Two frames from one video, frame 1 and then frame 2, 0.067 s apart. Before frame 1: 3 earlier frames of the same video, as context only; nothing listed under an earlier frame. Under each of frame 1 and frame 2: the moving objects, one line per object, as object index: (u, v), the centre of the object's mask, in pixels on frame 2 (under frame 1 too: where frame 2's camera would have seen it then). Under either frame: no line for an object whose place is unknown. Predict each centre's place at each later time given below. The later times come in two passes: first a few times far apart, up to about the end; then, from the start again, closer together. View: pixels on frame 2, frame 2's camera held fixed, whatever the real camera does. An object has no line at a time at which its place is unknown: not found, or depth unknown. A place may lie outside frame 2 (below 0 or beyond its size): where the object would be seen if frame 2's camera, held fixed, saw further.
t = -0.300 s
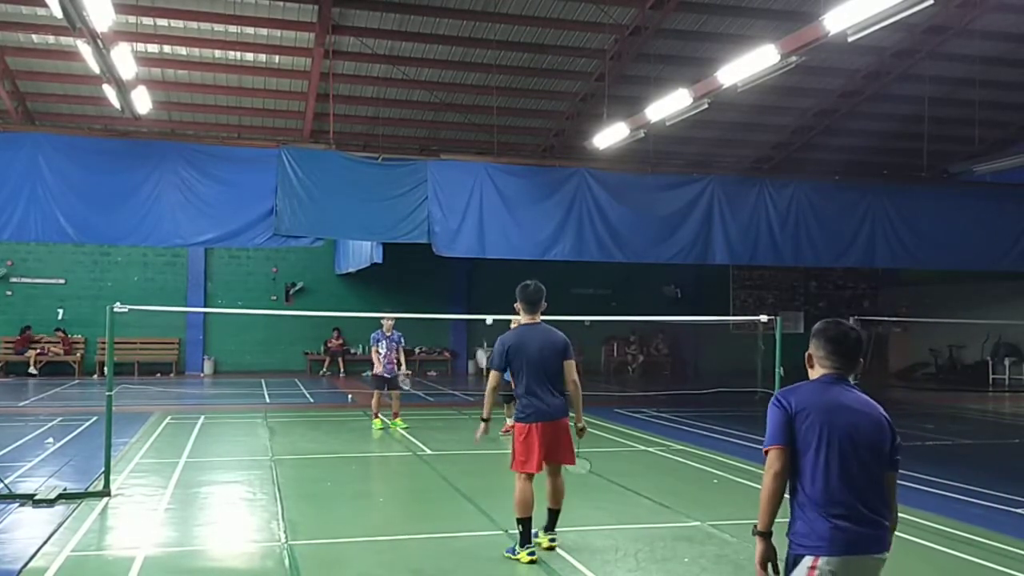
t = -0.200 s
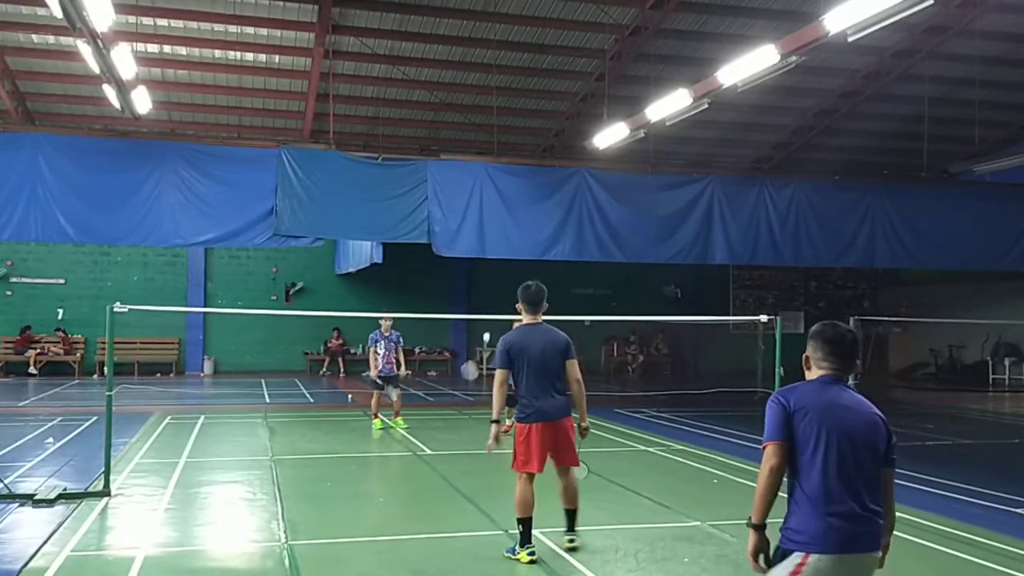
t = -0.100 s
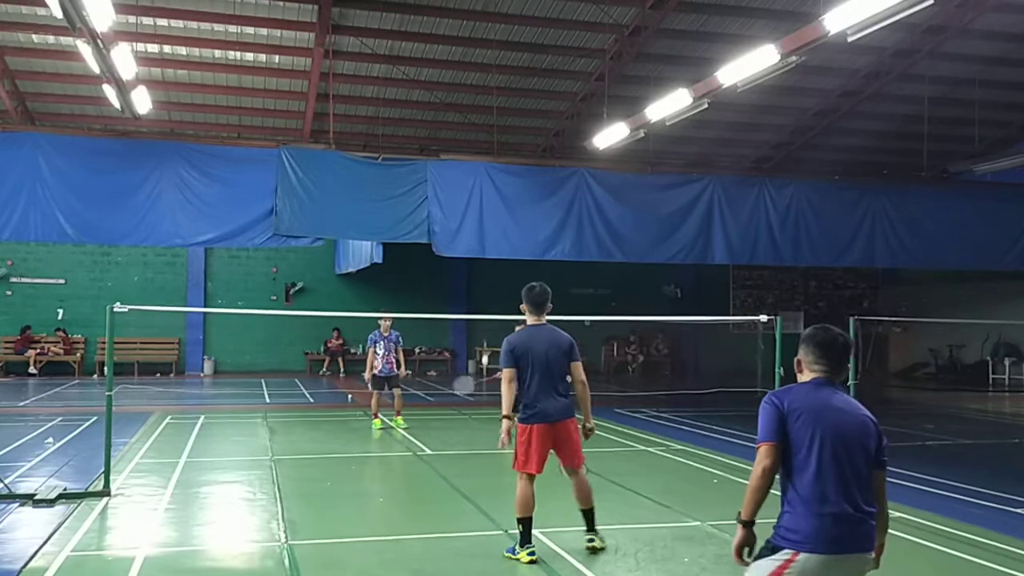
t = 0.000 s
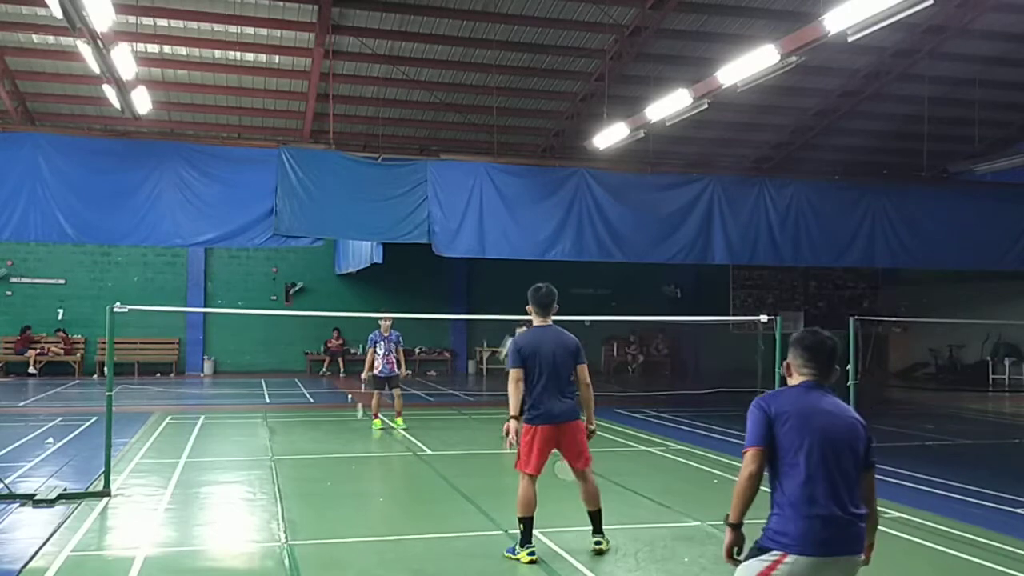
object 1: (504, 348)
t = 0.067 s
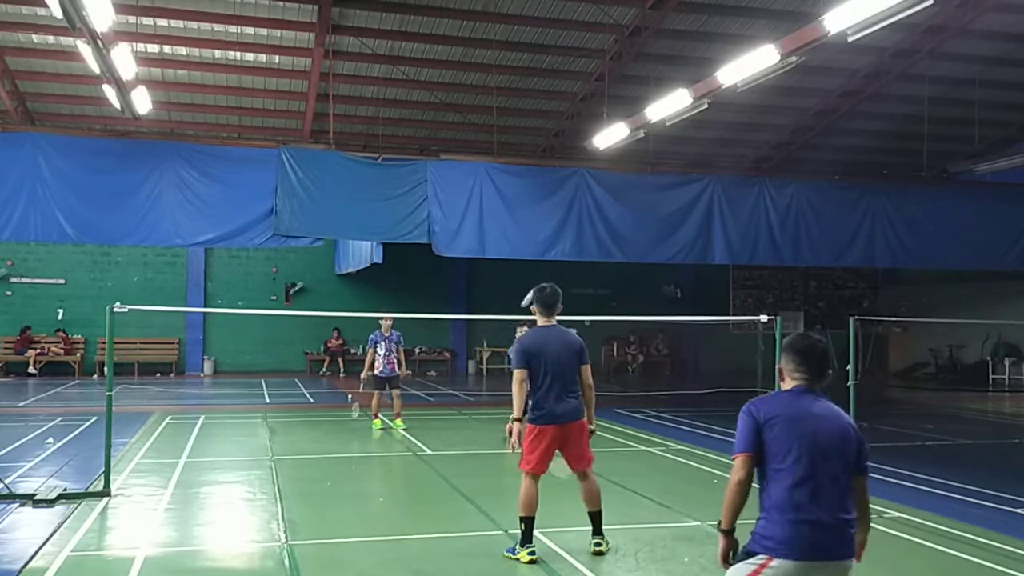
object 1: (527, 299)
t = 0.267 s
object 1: (614, 196)
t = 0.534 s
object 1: (723, 127)
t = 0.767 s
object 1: (826, 143)
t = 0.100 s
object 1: (545, 278)
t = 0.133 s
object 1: (559, 261)
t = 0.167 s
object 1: (573, 242)
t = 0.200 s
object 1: (587, 226)
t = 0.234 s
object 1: (600, 210)
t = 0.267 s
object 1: (614, 196)
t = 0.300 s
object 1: (628, 183)
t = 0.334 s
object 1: (642, 171)
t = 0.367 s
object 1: (655, 161)
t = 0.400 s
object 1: (668, 152)
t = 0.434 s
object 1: (682, 144)
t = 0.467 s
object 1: (696, 137)
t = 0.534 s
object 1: (723, 127)
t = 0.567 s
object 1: (737, 124)
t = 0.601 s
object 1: (752, 123)
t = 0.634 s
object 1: (766, 123)
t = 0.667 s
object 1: (781, 126)
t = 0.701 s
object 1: (794, 129)
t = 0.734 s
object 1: (811, 135)
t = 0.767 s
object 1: (826, 143)
